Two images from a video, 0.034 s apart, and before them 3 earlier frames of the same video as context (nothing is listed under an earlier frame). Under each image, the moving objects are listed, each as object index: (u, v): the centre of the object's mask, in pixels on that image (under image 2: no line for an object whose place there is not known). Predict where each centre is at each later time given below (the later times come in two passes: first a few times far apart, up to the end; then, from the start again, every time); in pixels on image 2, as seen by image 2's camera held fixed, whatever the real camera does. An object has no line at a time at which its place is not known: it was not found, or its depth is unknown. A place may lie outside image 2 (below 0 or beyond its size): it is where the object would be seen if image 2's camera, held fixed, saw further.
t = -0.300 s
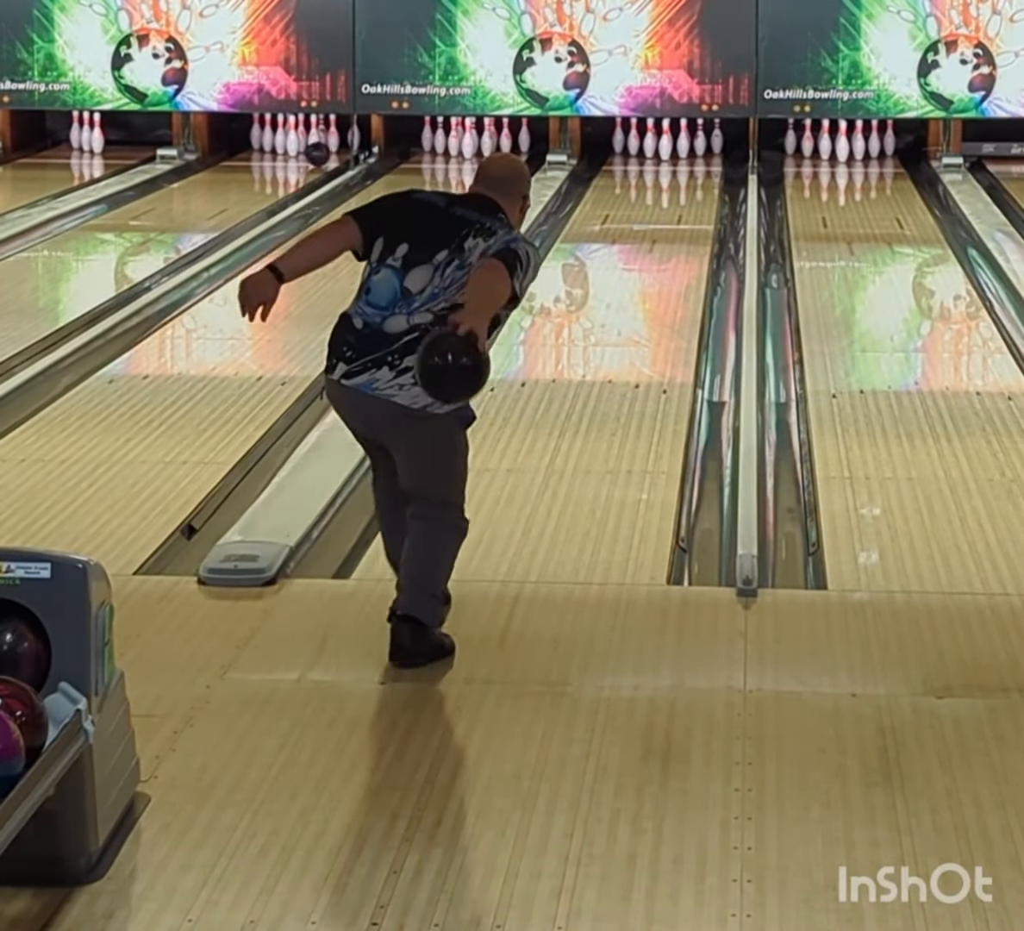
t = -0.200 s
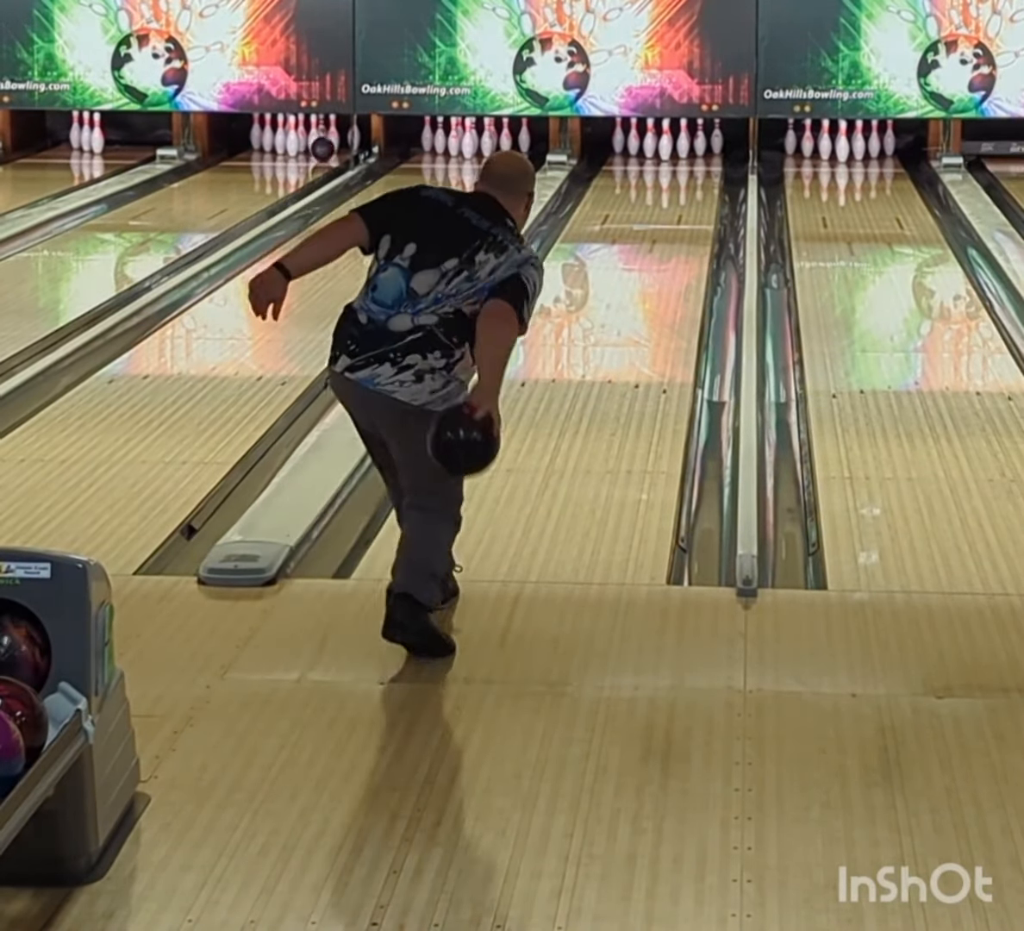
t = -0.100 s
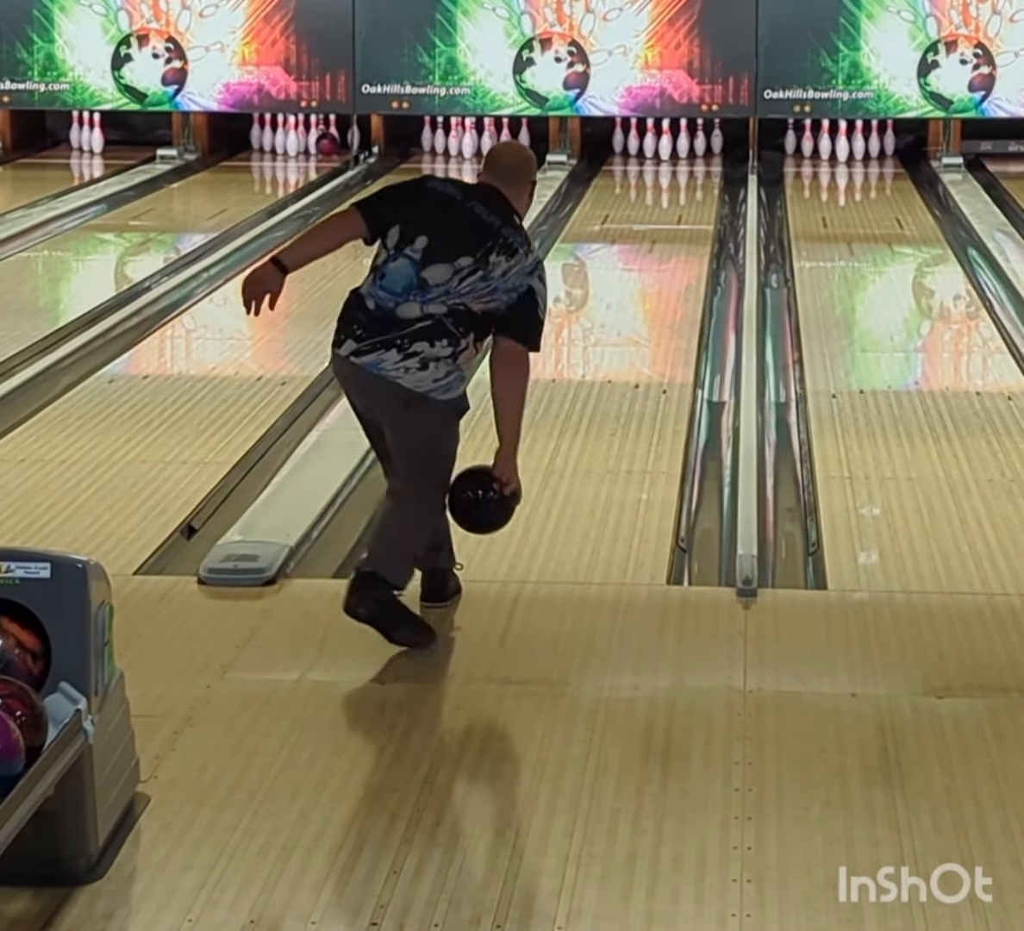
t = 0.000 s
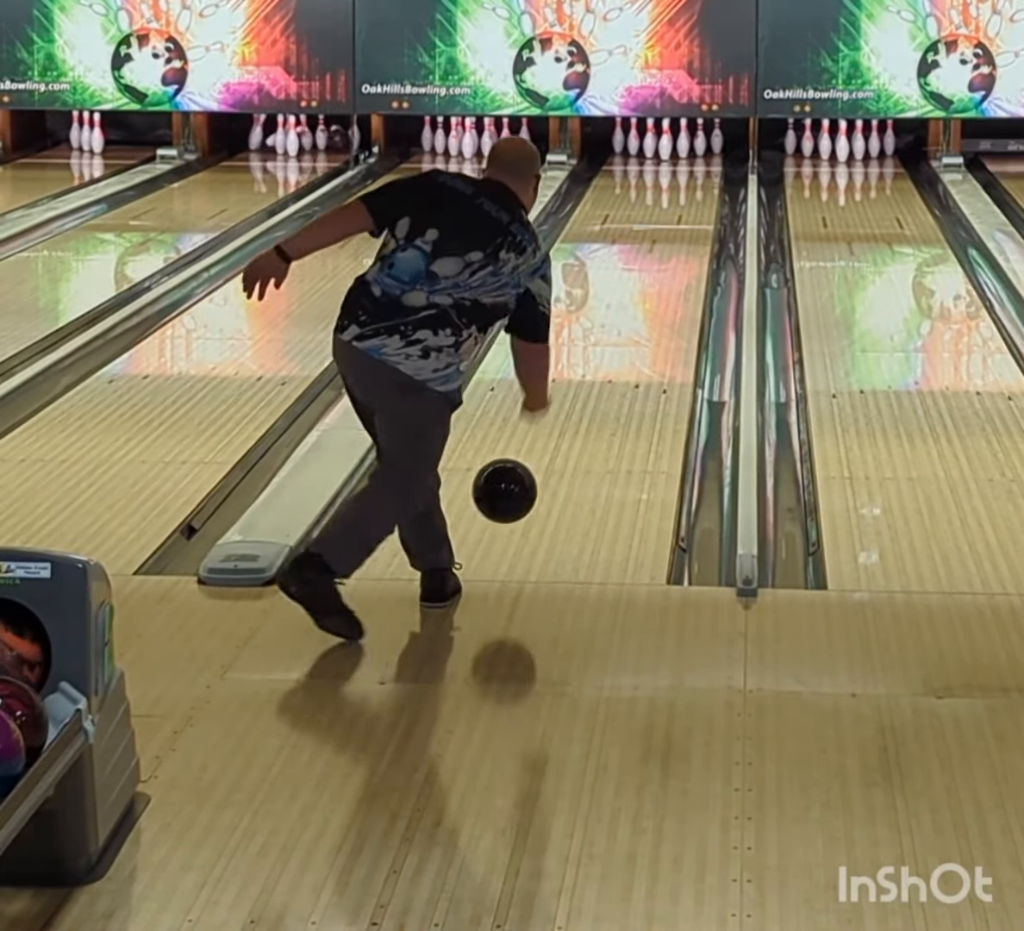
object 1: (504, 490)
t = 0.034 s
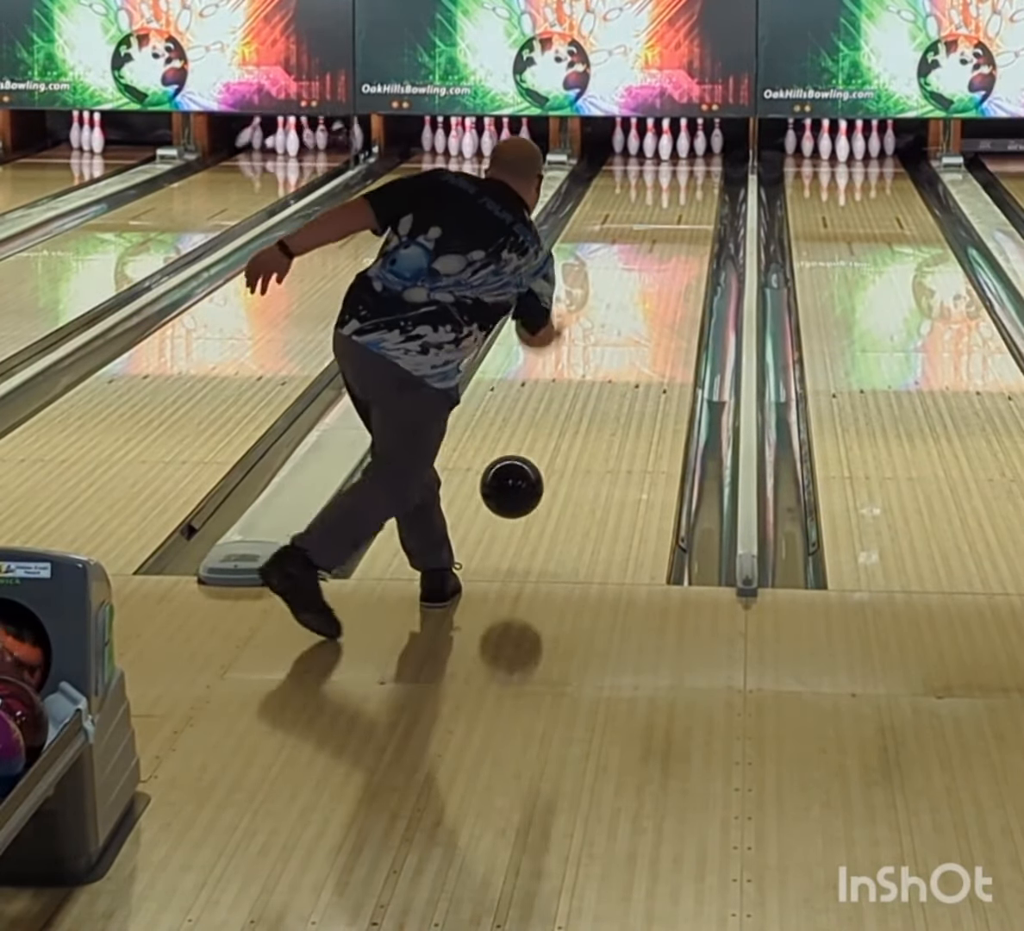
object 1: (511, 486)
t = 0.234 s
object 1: (548, 461)
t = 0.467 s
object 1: (581, 404)
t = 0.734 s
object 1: (610, 347)
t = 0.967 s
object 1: (629, 308)
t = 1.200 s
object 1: (644, 275)
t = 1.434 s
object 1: (657, 248)
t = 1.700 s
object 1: (668, 222)
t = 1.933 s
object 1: (675, 202)
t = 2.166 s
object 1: (679, 186)
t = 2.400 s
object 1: (679, 171)
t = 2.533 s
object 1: (677, 165)
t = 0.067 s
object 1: (518, 486)
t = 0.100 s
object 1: (525, 488)
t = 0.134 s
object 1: (531, 493)
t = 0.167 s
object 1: (537, 488)
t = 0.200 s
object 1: (543, 473)
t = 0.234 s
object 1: (548, 461)
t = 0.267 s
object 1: (553, 453)
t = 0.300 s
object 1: (558, 448)
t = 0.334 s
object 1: (563, 439)
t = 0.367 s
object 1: (568, 430)
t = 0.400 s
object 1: (573, 421)
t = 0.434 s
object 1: (577, 412)
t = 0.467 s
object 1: (581, 404)
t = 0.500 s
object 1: (585, 396)
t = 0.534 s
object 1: (589, 388)
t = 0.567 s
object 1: (593, 381)
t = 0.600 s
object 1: (596, 374)
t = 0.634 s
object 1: (600, 367)
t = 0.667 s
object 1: (602, 362)
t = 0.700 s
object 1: (613, 350)
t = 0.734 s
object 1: (610, 347)
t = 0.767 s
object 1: (612, 341)
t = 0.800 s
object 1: (616, 336)
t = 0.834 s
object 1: (618, 330)
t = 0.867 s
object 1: (621, 324)
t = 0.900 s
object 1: (624, 319)
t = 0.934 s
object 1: (626, 313)
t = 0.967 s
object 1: (629, 308)
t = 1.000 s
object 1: (631, 303)
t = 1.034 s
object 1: (634, 298)
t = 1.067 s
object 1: (636, 293)
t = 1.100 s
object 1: (638, 288)
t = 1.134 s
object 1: (641, 284)
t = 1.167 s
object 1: (642, 280)
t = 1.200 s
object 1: (644, 275)
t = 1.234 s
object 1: (646, 271)
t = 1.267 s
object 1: (648, 267)
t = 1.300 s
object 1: (650, 263)
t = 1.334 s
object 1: (651, 260)
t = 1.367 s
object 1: (654, 256)
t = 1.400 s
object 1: (655, 252)
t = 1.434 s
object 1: (657, 248)
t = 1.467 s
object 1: (658, 245)
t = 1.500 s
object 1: (660, 241)
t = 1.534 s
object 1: (661, 238)
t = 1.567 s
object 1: (663, 234)
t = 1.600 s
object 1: (664, 231)
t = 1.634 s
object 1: (666, 228)
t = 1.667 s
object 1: (667, 225)
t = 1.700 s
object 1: (668, 222)
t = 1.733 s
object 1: (669, 219)
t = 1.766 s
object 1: (670, 216)
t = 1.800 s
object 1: (671, 213)
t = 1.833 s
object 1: (673, 210)
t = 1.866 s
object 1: (673, 208)
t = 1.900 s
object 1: (674, 205)
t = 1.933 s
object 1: (675, 202)
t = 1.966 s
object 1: (676, 200)
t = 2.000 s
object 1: (676, 198)
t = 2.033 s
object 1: (677, 195)
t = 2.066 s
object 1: (678, 193)
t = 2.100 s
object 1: (678, 191)
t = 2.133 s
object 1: (679, 189)
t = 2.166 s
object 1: (679, 186)
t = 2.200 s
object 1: (679, 184)
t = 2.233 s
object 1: (680, 182)
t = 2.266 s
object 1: (680, 179)
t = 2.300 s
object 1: (680, 178)
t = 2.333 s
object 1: (680, 176)
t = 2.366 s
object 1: (679, 174)
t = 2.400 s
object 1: (679, 171)
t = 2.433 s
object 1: (679, 170)
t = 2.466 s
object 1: (678, 168)
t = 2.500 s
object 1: (677, 167)
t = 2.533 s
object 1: (677, 165)
